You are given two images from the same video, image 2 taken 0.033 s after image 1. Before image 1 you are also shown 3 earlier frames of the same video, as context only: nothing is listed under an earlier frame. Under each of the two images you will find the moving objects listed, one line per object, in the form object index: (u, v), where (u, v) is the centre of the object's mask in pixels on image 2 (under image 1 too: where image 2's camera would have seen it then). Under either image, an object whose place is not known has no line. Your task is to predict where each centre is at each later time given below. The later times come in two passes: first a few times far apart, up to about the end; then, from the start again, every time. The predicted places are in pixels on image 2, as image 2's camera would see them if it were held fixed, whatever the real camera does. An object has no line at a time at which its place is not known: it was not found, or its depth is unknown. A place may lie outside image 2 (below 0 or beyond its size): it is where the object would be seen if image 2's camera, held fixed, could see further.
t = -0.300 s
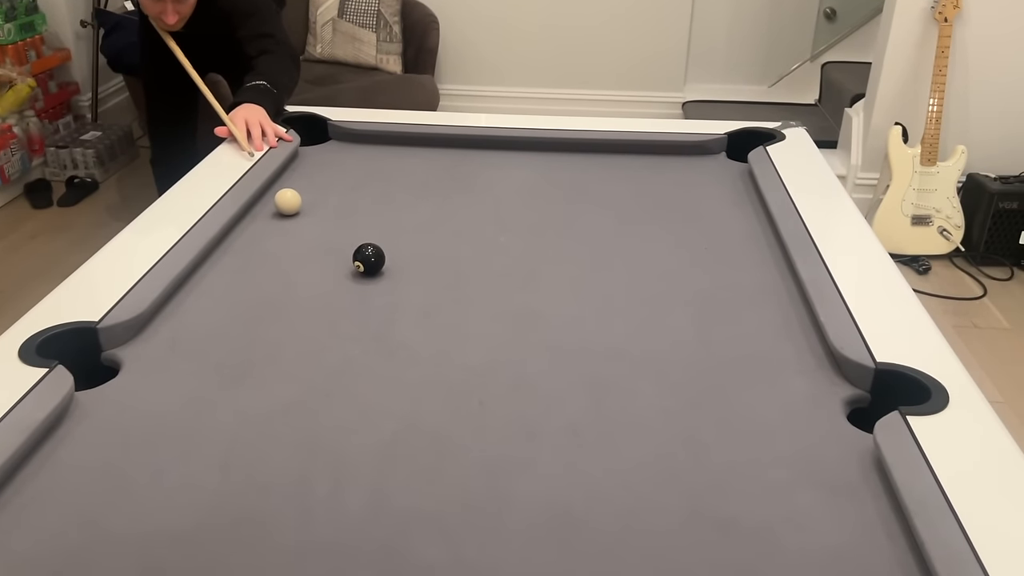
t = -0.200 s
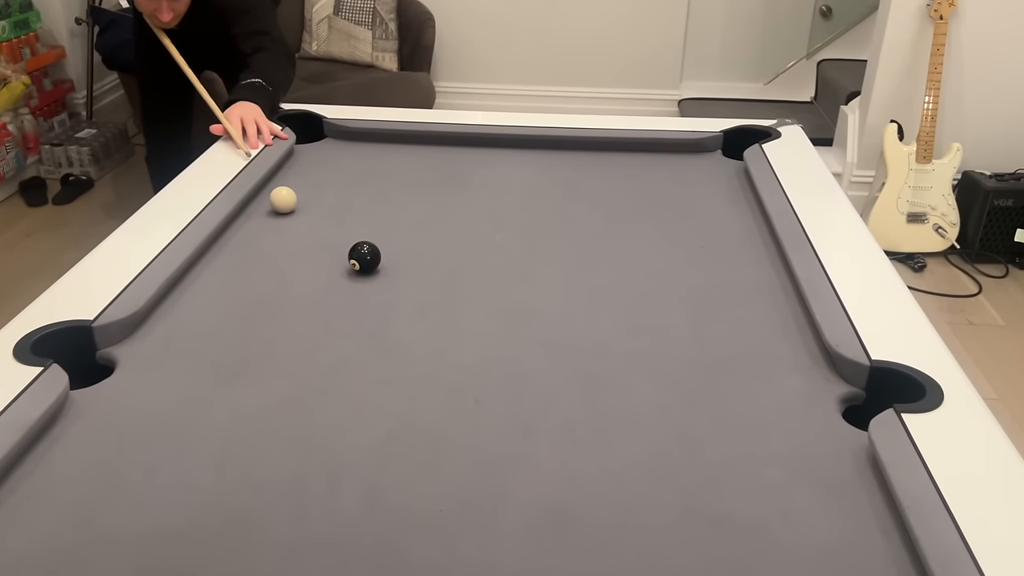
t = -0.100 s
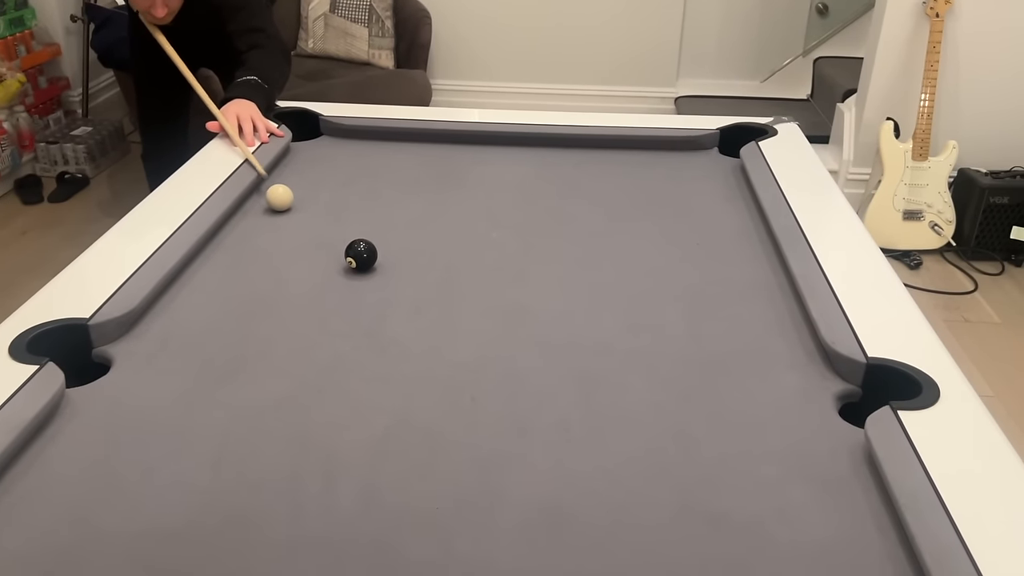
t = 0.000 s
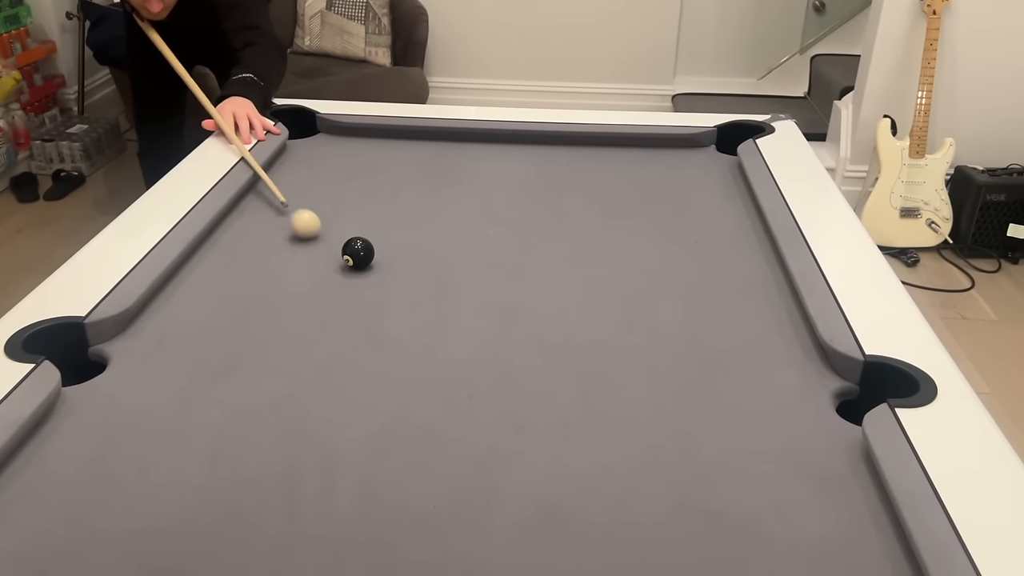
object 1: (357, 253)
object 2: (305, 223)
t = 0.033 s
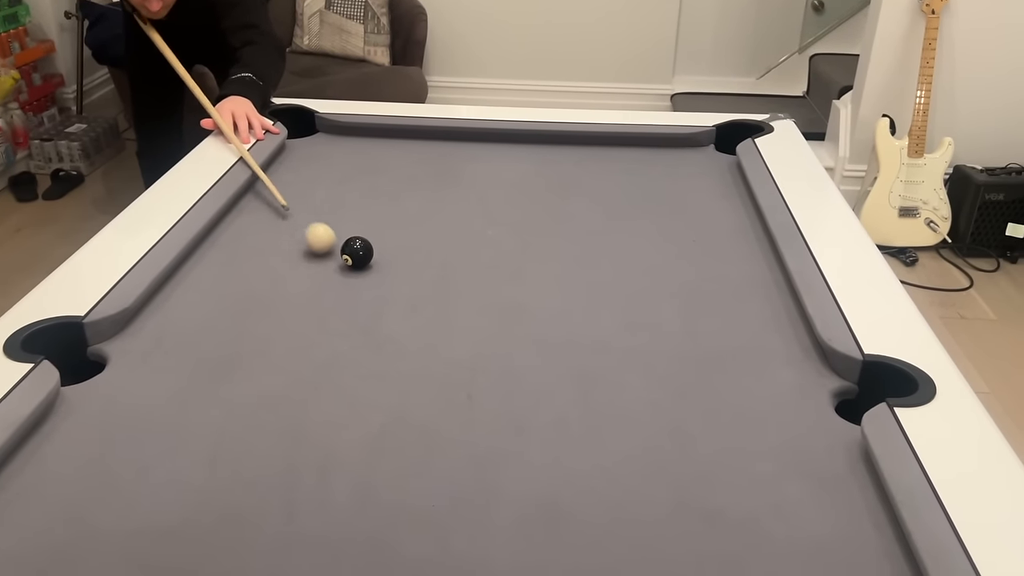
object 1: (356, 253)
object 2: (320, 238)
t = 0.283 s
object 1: (518, 286)
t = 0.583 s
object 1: (716, 327)
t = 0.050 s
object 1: (357, 253)
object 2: (327, 247)
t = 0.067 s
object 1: (370, 256)
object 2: (322, 253)
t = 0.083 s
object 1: (383, 259)
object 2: (315, 258)
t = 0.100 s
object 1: (396, 262)
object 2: (309, 263)
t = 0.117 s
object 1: (409, 265)
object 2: (303, 269)
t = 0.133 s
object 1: (421, 267)
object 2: (298, 274)
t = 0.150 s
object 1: (432, 270)
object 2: (293, 280)
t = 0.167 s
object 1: (444, 272)
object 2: (289, 286)
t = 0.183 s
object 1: (455, 274)
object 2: (285, 291)
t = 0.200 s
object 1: (466, 276)
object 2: (281, 297)
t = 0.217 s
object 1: (477, 278)
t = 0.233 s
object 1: (486, 280)
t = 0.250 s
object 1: (497, 282)
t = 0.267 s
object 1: (507, 284)
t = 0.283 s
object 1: (518, 286)
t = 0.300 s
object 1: (528, 288)
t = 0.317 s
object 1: (539, 291)
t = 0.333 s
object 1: (549, 293)
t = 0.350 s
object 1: (560, 296)
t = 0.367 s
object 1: (570, 298)
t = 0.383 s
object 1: (580, 300)
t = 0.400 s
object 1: (591, 301)
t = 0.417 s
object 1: (603, 304)
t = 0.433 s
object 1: (613, 306)
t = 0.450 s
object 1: (624, 308)
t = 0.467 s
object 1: (636, 310)
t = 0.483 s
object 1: (647, 313)
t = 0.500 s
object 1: (658, 315)
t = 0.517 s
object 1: (669, 318)
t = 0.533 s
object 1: (681, 320)
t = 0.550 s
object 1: (692, 323)
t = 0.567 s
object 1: (703, 325)
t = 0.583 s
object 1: (716, 327)
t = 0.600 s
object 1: (727, 330)
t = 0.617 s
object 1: (739, 332)
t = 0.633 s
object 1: (751, 335)
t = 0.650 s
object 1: (763, 338)
